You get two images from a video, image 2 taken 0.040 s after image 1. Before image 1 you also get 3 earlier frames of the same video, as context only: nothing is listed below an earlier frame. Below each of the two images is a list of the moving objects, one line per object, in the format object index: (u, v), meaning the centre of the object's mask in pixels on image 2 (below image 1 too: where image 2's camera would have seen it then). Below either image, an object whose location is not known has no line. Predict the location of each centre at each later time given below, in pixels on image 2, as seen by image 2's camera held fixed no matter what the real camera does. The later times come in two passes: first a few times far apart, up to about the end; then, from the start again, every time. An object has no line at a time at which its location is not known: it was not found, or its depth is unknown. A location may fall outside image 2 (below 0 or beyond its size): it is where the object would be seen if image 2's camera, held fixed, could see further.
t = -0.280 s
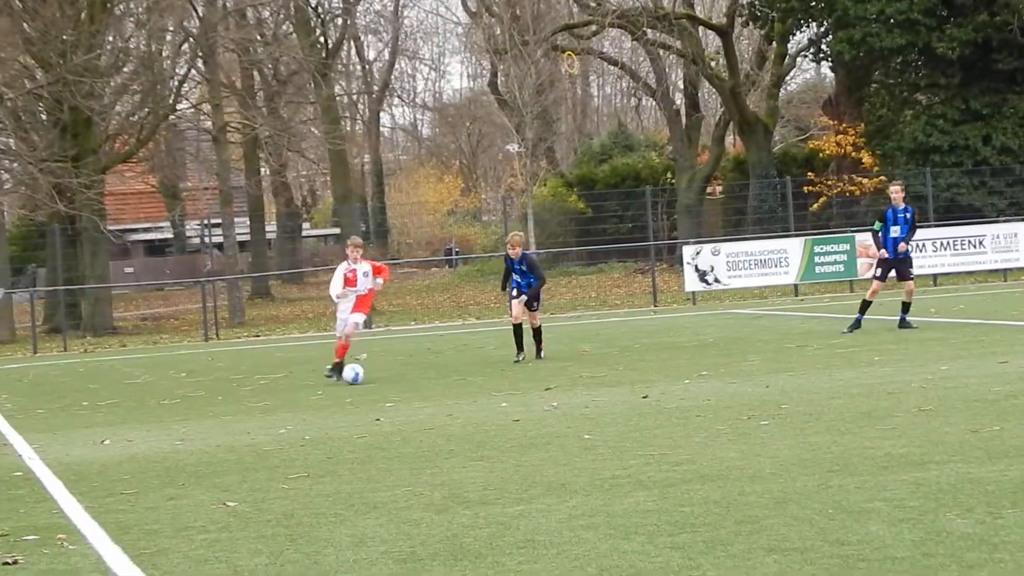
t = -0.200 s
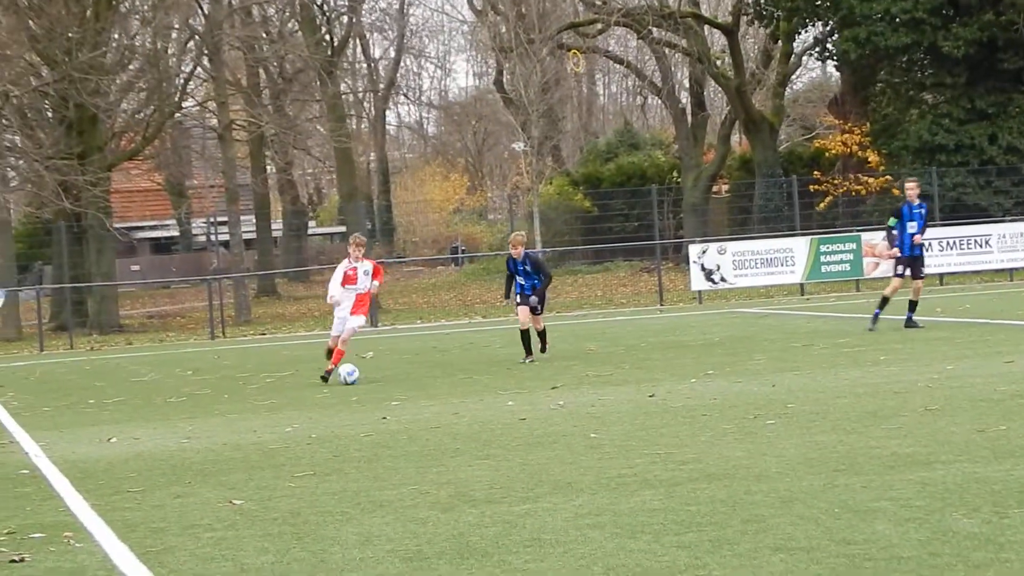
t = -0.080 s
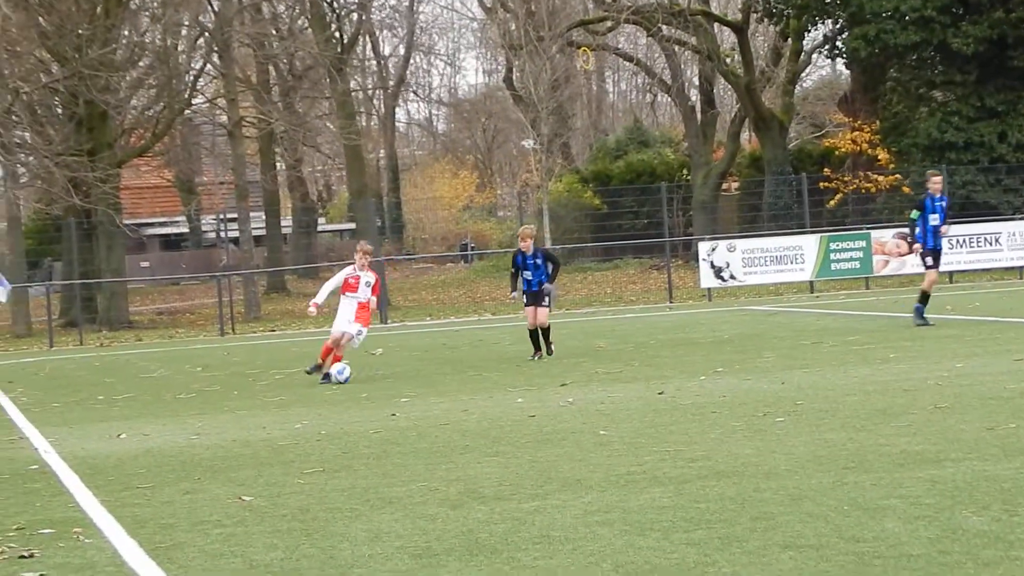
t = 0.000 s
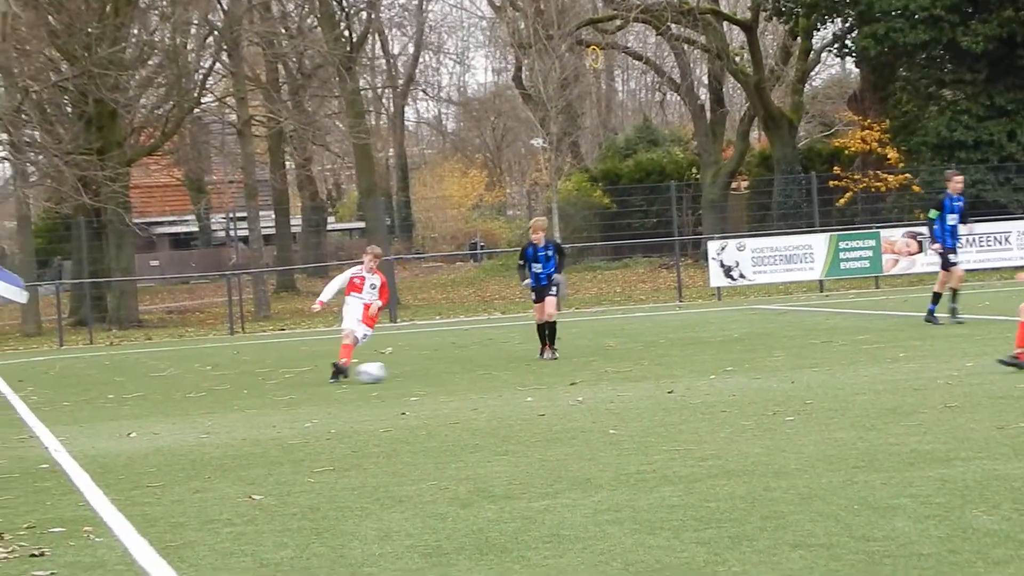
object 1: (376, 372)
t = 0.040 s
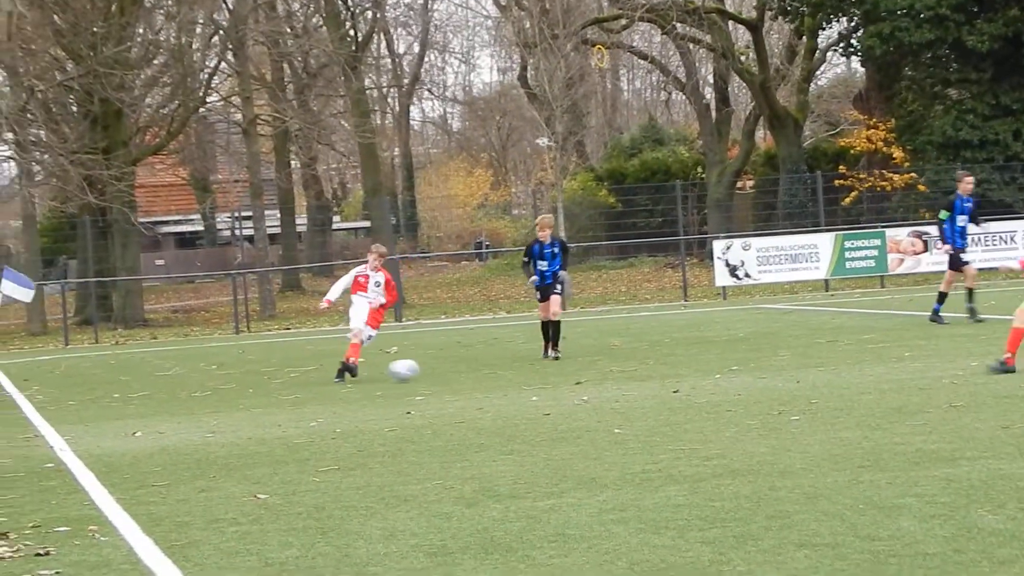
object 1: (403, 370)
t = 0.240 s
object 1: (539, 371)
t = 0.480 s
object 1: (690, 370)
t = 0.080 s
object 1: (431, 369)
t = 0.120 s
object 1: (458, 371)
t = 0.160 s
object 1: (486, 371)
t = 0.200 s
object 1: (511, 370)
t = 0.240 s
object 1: (539, 371)
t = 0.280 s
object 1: (564, 370)
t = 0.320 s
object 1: (590, 370)
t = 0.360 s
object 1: (615, 370)
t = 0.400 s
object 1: (639, 368)
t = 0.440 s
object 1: (665, 369)
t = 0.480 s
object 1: (690, 370)
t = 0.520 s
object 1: (714, 368)
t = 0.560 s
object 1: (739, 367)
